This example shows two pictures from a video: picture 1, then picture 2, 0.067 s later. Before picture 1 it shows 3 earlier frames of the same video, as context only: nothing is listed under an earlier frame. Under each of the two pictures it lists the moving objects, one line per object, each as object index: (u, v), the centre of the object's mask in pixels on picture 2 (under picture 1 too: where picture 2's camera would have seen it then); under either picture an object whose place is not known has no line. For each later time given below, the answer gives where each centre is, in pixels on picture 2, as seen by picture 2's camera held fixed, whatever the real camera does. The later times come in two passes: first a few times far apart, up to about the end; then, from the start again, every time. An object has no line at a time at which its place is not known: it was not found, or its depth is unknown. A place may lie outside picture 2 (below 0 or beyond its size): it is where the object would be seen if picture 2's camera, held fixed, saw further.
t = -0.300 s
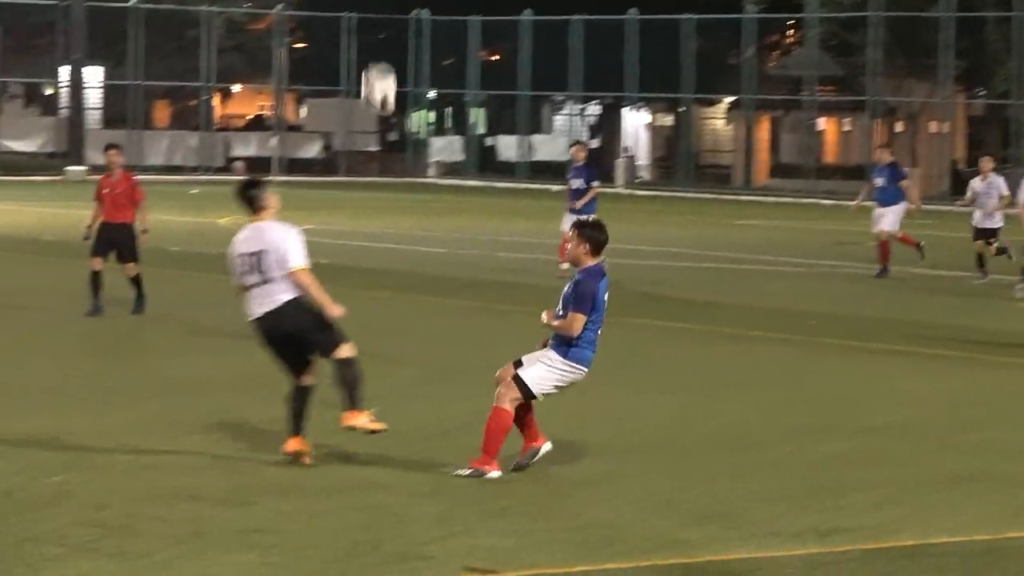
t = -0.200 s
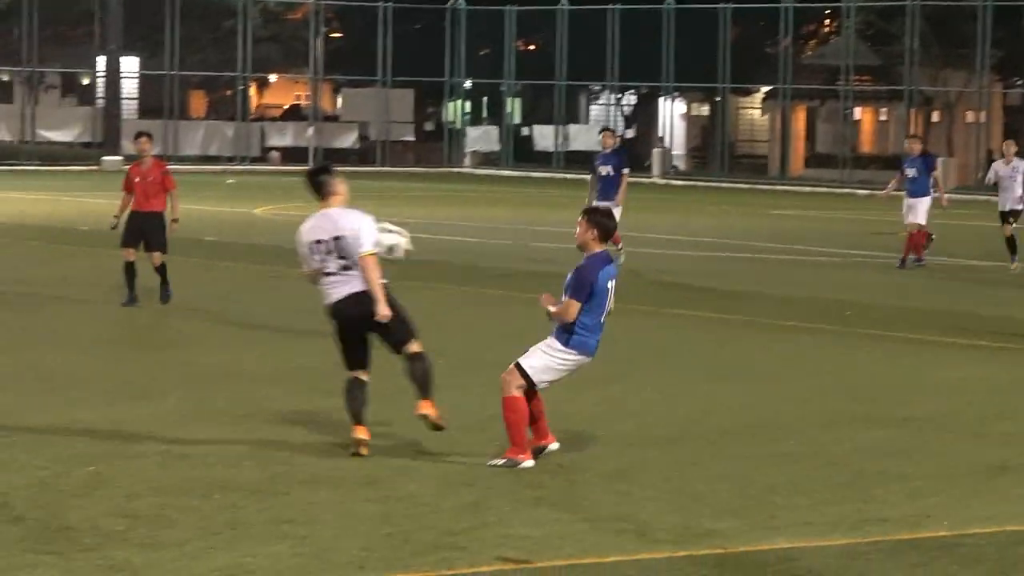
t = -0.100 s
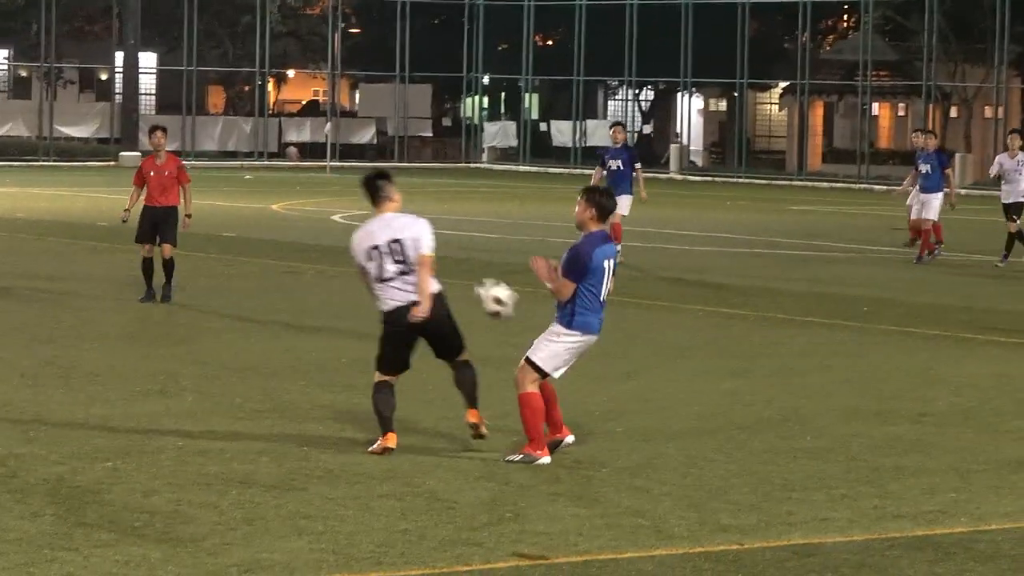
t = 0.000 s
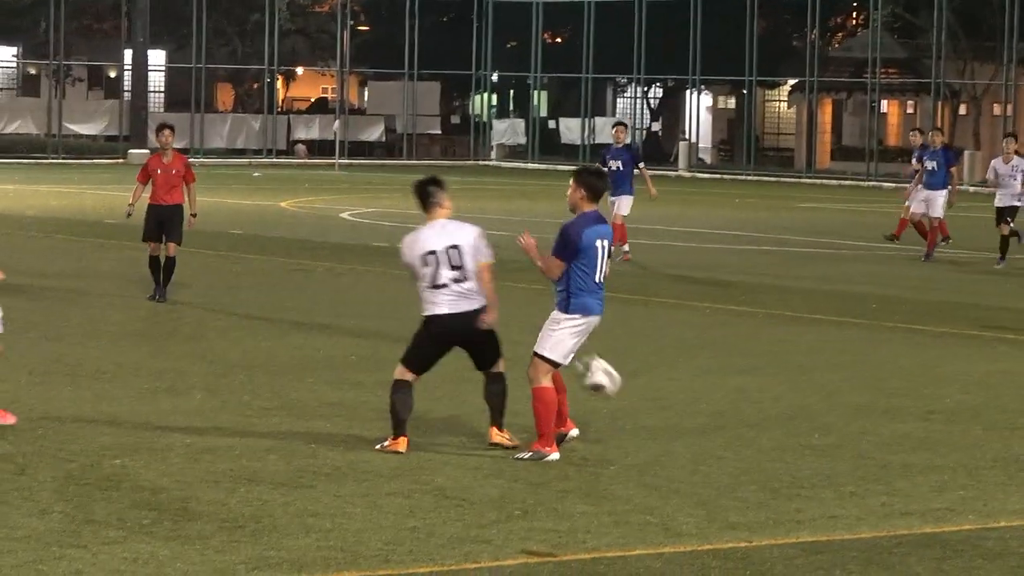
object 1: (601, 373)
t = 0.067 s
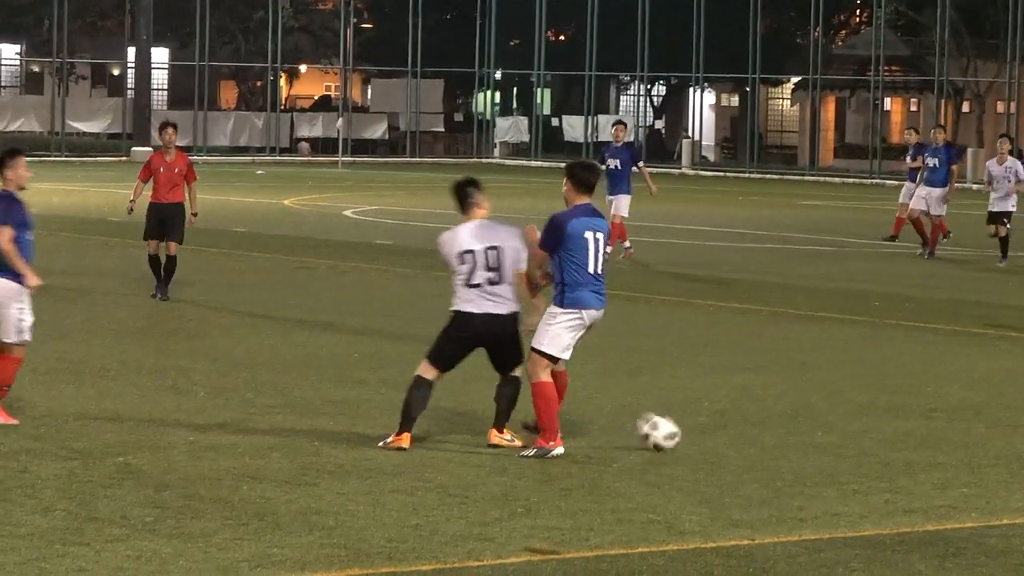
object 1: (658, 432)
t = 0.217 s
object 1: (751, 352)
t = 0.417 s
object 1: (868, 300)
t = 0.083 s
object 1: (670, 425)
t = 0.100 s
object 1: (681, 414)
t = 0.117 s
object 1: (691, 404)
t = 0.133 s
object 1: (701, 393)
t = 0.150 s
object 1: (711, 385)
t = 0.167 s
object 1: (721, 377)
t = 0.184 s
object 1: (732, 368)
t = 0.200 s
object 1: (742, 360)
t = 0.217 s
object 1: (751, 352)
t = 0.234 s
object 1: (761, 346)
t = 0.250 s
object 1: (771, 338)
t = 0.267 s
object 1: (781, 332)
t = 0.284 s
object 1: (791, 327)
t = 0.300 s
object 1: (801, 322)
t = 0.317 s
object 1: (811, 318)
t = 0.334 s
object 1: (821, 314)
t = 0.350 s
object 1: (831, 311)
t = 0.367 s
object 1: (840, 307)
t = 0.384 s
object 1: (849, 305)
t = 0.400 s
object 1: (858, 302)
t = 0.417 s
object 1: (868, 300)
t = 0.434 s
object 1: (876, 299)
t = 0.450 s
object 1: (886, 298)
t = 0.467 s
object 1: (896, 297)
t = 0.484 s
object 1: (905, 298)
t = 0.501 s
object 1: (914, 299)
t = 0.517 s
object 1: (923, 300)
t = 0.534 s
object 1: (931, 302)
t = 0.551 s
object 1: (940, 303)
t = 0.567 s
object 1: (949, 305)
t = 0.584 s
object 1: (957, 309)
